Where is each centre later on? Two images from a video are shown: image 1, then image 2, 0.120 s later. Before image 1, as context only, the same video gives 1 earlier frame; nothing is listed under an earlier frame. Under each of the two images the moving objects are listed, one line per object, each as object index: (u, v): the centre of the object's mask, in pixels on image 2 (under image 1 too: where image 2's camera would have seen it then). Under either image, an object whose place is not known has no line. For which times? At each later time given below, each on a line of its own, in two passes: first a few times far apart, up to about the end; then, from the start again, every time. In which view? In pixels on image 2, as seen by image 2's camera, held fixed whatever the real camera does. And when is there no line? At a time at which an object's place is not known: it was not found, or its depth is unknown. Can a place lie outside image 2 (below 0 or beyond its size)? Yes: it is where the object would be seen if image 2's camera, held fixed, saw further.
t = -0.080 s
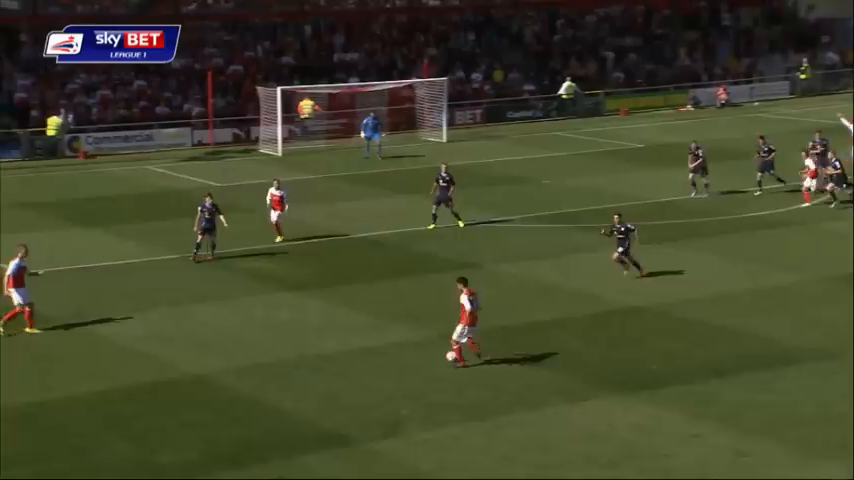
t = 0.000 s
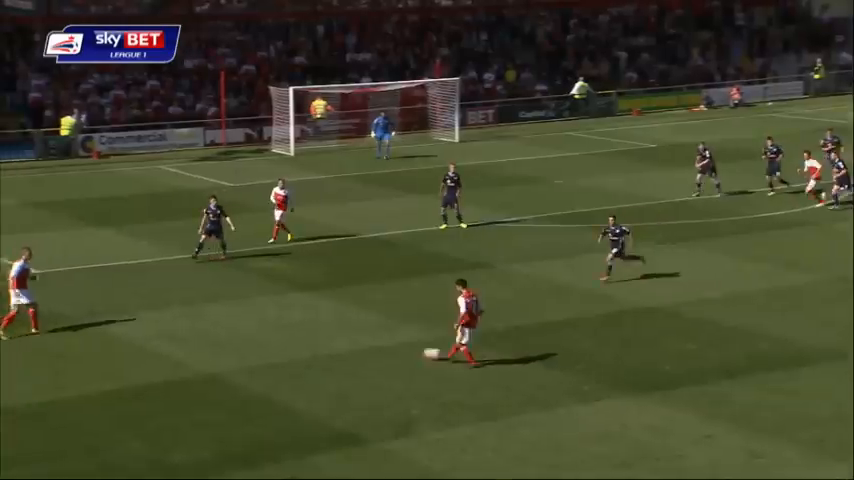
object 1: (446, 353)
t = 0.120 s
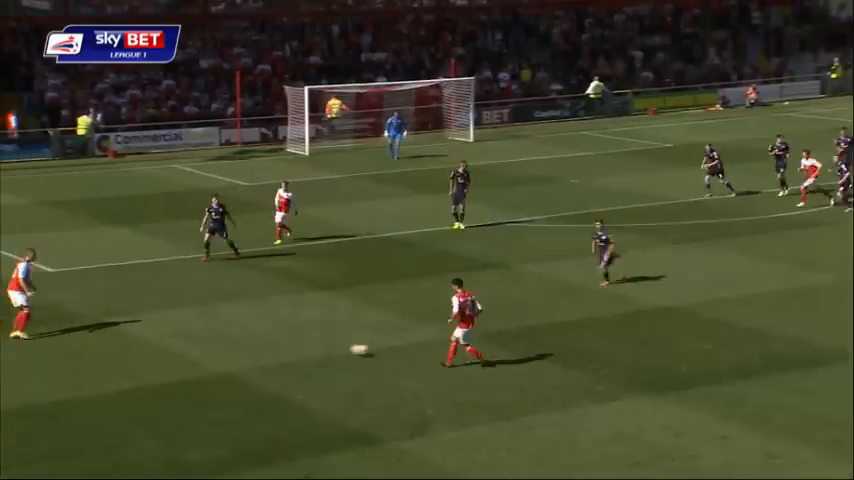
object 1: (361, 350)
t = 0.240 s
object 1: (280, 347)
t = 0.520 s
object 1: (115, 342)
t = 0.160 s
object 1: (331, 350)
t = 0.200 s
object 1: (306, 348)
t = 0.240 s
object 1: (280, 347)
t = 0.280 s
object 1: (255, 346)
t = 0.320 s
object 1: (229, 345)
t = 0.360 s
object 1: (204, 345)
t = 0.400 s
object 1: (181, 343)
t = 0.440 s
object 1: (159, 342)
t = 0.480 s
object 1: (136, 342)
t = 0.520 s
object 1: (115, 342)
